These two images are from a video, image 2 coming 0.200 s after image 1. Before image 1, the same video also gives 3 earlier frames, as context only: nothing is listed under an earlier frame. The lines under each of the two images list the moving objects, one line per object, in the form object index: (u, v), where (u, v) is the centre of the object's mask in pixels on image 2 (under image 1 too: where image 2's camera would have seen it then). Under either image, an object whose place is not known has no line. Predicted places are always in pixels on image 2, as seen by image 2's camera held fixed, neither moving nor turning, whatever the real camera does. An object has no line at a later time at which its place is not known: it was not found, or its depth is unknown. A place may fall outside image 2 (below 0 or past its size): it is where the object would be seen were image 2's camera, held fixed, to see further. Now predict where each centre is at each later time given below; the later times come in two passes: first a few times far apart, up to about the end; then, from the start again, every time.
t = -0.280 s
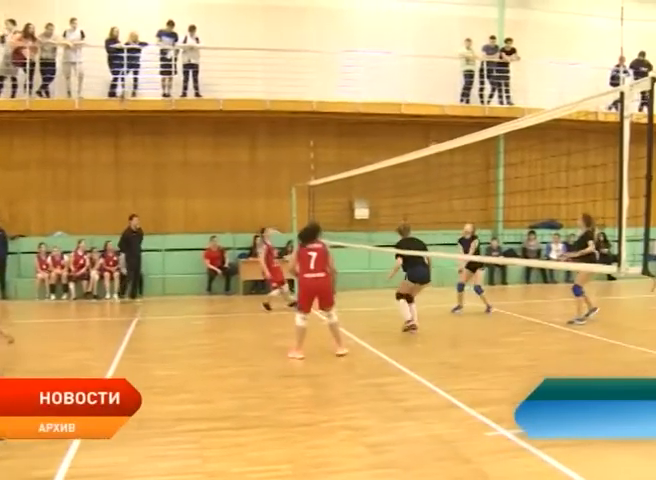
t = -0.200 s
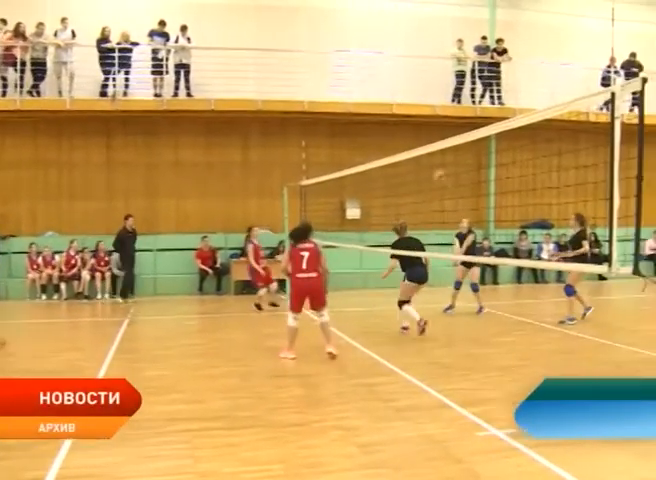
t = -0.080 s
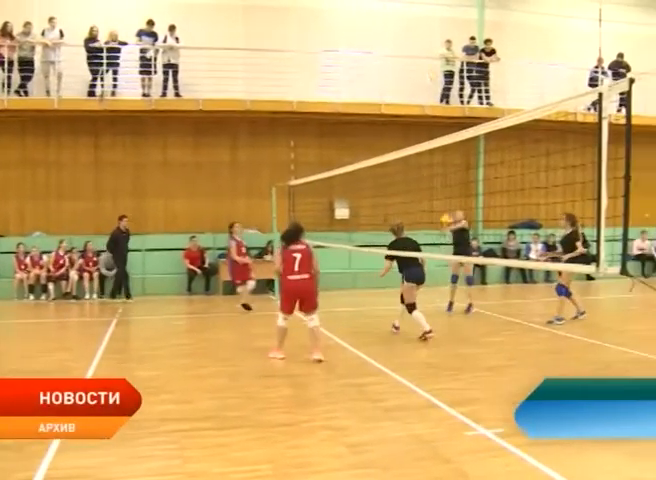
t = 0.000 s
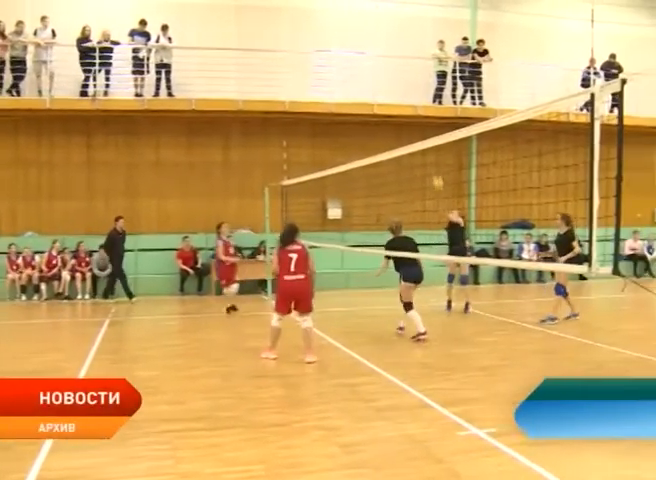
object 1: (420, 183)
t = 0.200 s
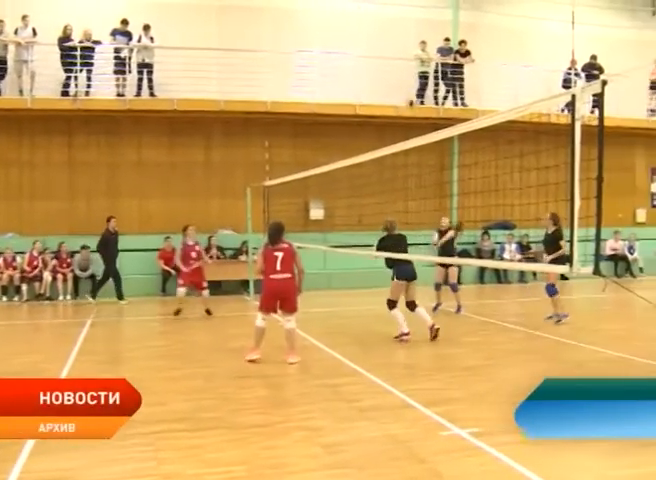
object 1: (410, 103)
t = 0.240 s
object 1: (408, 89)
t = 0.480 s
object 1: (400, 29)
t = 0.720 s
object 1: (391, 6)
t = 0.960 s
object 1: (381, 17)
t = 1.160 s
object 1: (375, 55)
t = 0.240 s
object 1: (408, 89)
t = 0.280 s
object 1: (407, 77)
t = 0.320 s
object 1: (406, 65)
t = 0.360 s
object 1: (405, 55)
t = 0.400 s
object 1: (403, 46)
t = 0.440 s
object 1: (401, 37)
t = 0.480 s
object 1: (400, 29)
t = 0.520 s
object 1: (398, 23)
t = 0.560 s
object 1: (396, 18)
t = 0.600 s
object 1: (395, 14)
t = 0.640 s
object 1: (393, 10)
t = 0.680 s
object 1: (392, 7)
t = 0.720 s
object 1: (391, 6)
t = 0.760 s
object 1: (389, 6)
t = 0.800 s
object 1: (387, 6)
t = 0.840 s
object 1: (386, 7)
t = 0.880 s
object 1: (384, 9)
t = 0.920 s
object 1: (383, 13)
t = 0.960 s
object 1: (381, 17)
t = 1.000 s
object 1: (380, 23)
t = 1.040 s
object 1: (379, 29)
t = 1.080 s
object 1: (378, 37)
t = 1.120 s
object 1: (376, 46)
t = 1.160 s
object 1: (375, 55)
